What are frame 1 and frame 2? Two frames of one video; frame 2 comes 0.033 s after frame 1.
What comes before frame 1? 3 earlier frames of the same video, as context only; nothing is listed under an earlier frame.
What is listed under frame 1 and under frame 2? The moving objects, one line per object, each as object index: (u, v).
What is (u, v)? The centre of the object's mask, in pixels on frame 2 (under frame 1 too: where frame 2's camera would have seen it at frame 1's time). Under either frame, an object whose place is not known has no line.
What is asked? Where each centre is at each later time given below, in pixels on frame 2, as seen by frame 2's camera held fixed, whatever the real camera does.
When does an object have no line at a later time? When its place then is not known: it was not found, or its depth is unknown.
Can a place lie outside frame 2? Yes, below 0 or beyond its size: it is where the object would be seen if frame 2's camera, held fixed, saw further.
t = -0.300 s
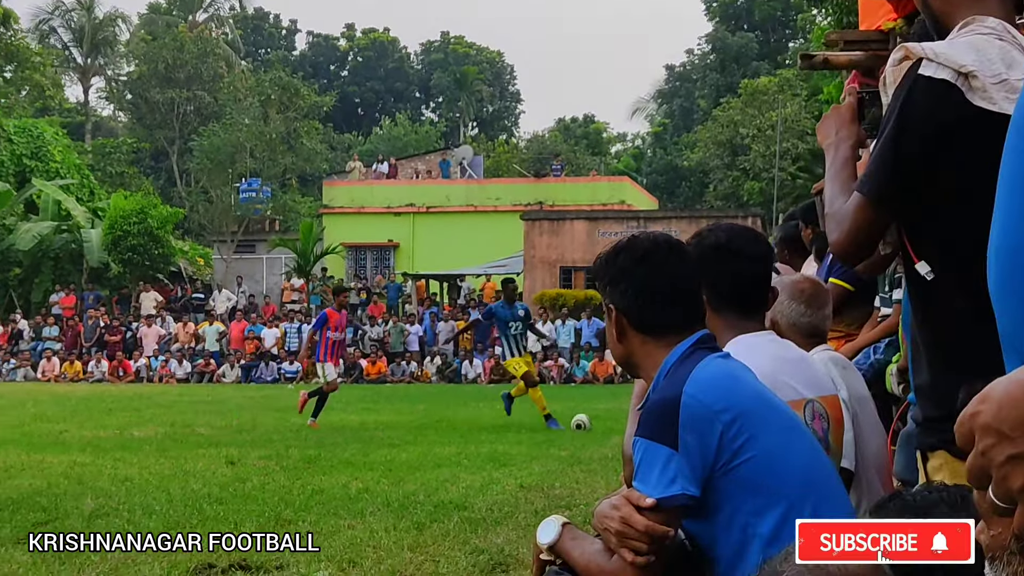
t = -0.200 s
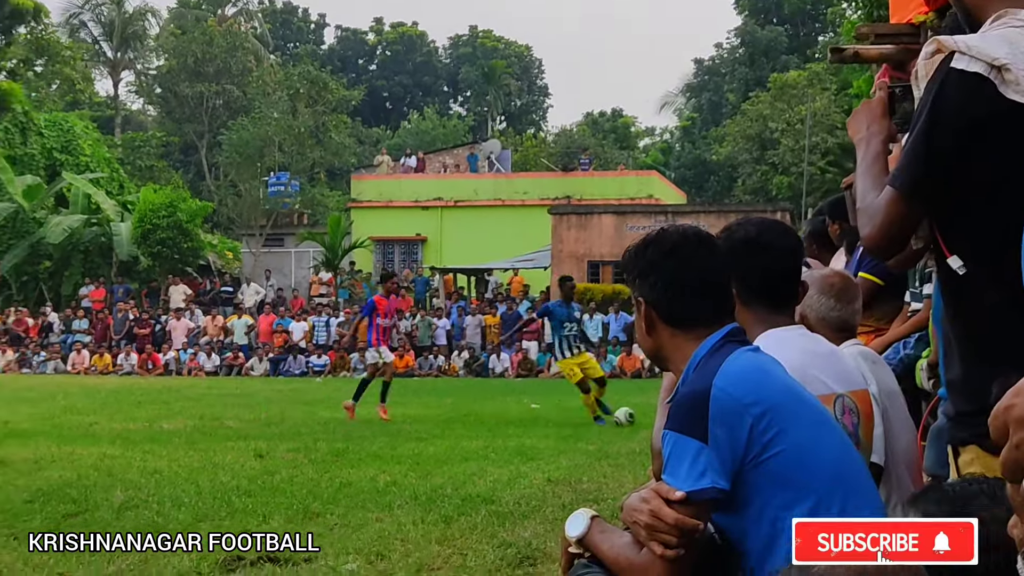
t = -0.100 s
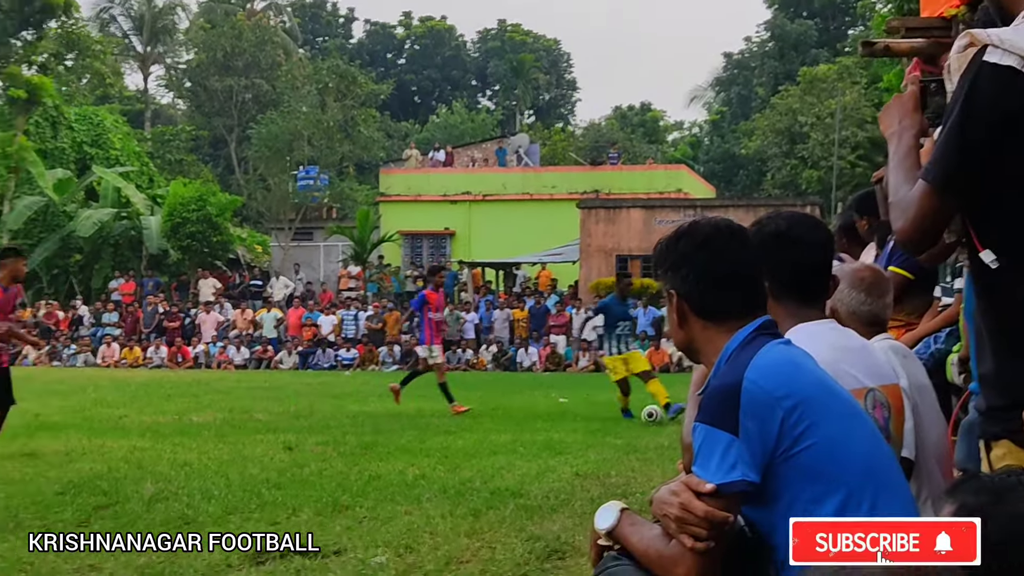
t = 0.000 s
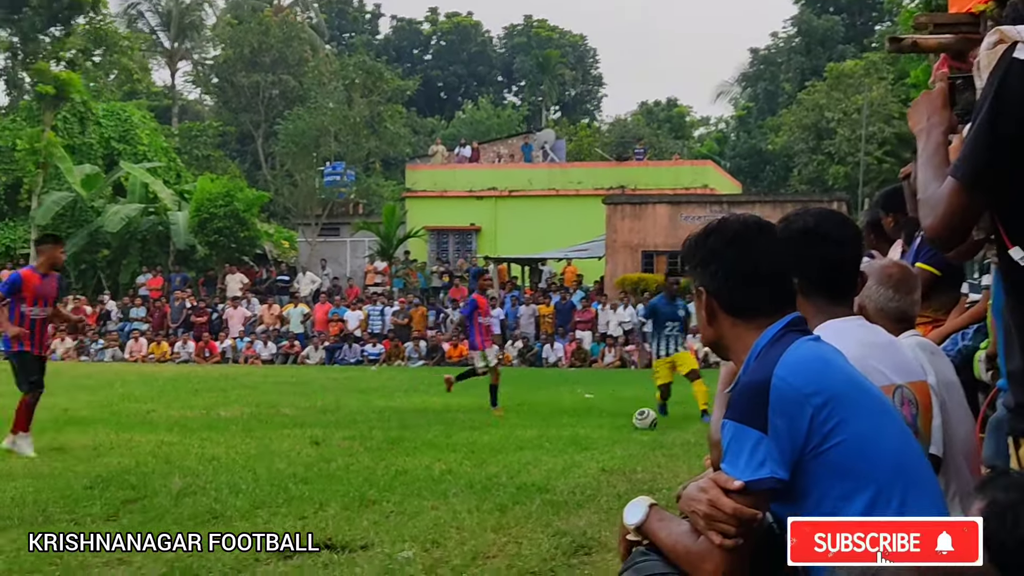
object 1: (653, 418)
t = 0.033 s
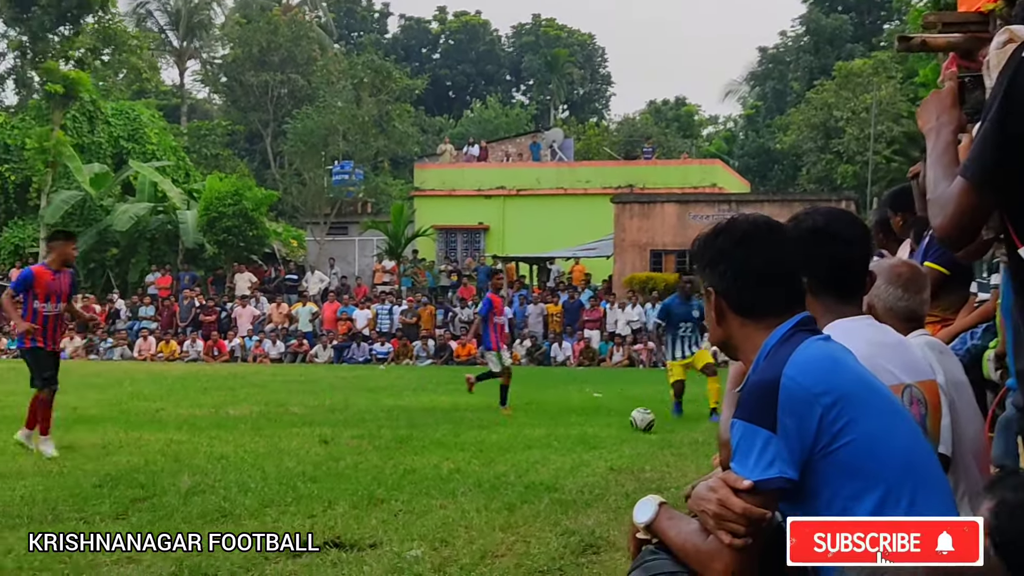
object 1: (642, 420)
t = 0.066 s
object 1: (631, 421)
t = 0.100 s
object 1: (618, 424)
